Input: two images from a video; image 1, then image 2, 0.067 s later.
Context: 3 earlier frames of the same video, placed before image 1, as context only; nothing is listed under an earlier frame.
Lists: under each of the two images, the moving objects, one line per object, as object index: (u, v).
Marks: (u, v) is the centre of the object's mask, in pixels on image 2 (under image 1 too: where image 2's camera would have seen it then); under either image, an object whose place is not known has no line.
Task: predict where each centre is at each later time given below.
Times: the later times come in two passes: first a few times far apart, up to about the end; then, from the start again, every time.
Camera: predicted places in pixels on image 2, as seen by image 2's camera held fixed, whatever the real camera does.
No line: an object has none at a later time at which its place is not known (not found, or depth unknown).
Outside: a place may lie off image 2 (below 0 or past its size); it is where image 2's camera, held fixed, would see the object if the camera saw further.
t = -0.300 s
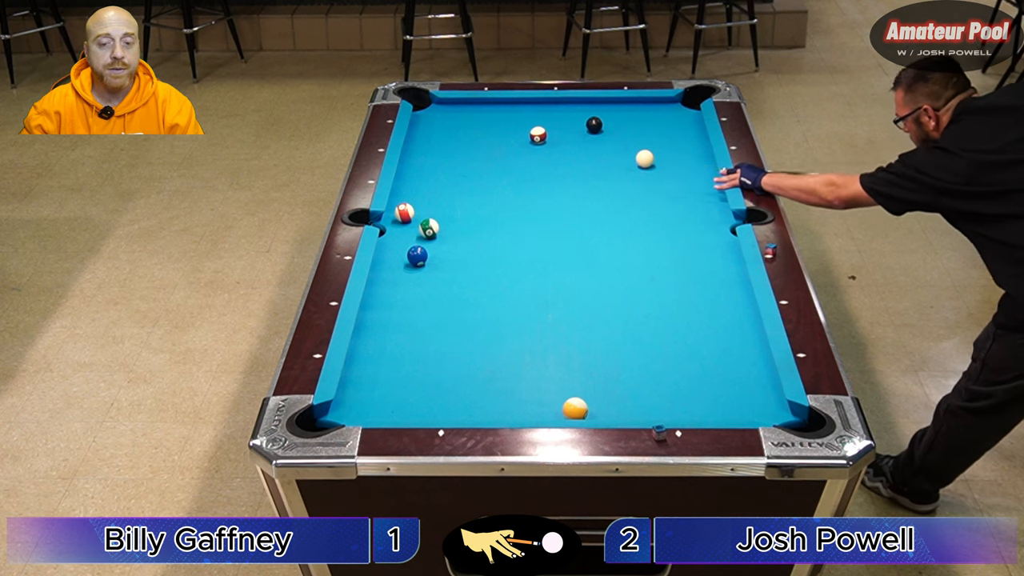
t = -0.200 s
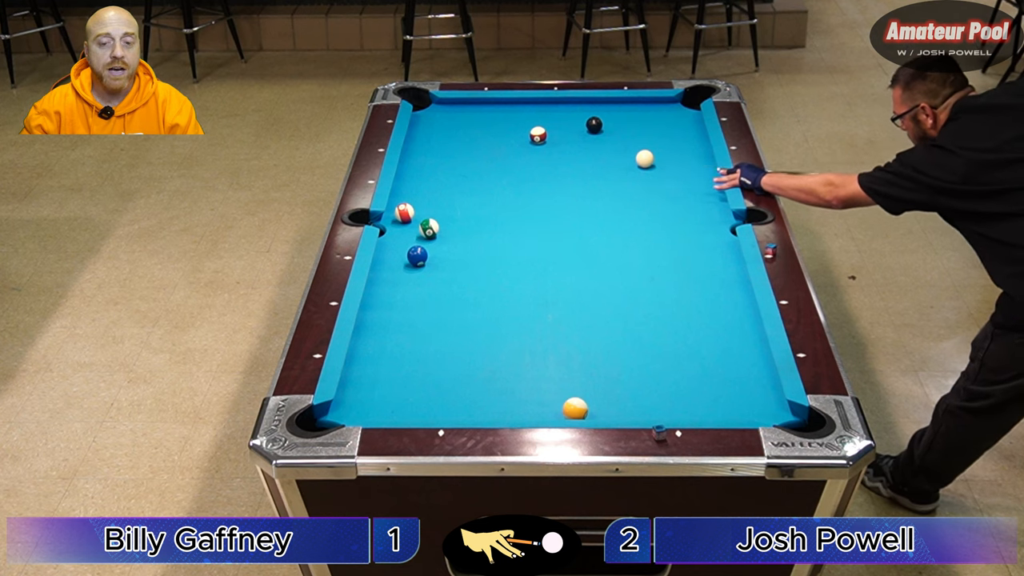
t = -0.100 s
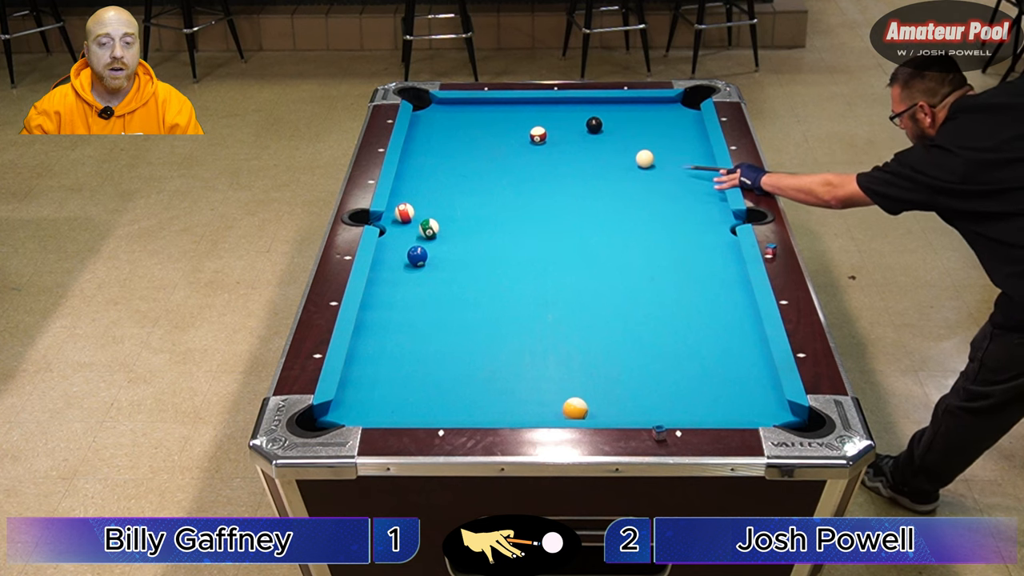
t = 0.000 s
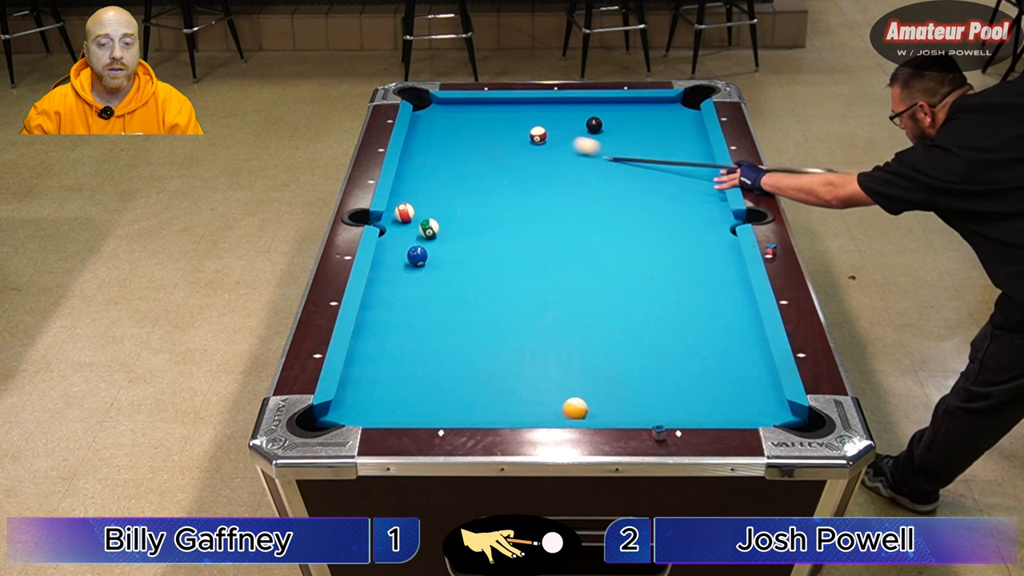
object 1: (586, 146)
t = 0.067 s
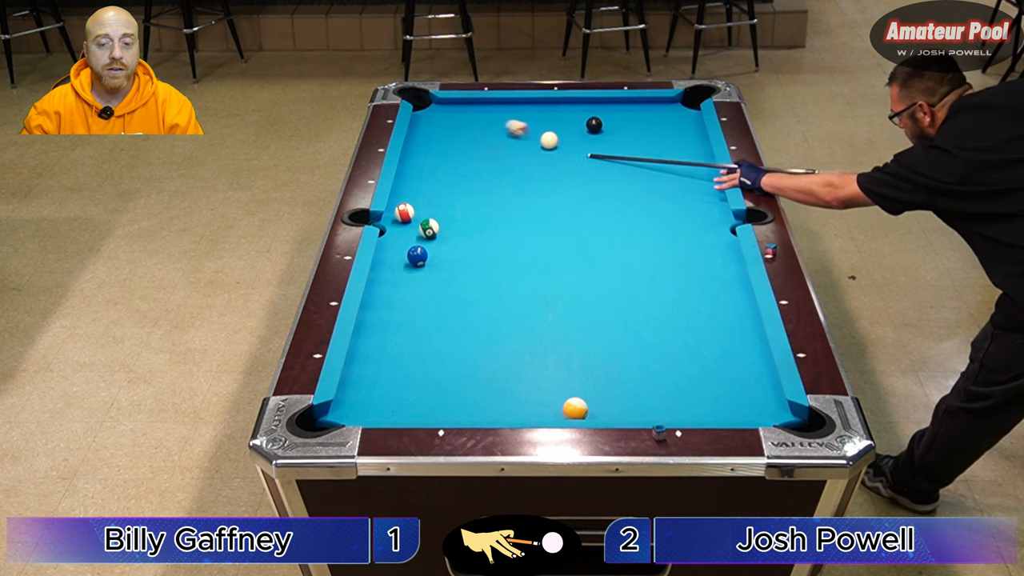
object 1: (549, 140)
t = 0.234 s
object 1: (551, 150)
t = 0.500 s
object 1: (579, 168)
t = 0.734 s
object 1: (604, 184)
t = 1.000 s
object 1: (634, 204)
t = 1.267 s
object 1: (664, 223)
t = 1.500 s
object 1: (692, 241)
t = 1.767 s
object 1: (724, 262)
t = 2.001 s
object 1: (730, 276)
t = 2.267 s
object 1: (720, 288)
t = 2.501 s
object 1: (713, 299)
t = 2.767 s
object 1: (705, 310)
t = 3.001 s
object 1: (699, 320)
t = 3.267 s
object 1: (693, 329)
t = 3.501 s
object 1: (689, 337)
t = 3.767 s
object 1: (686, 343)
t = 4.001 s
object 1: (683, 349)
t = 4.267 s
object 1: (680, 354)
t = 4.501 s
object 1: (678, 357)
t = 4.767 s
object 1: (678, 359)
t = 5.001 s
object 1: (678, 360)
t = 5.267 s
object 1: (679, 360)
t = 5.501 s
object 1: (679, 360)
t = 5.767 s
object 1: (679, 360)
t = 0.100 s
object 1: (547, 142)
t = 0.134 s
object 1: (546, 144)
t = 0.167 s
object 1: (547, 146)
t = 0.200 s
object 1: (549, 148)
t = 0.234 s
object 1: (551, 150)
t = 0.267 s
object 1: (555, 152)
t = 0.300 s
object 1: (558, 154)
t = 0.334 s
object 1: (562, 157)
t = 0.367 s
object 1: (565, 159)
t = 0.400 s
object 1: (569, 161)
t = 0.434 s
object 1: (572, 164)
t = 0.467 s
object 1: (576, 166)
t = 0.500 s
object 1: (579, 168)
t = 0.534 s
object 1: (582, 170)
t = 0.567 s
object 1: (586, 173)
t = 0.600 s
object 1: (590, 175)
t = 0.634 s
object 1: (593, 177)
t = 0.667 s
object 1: (597, 180)
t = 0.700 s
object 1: (601, 182)
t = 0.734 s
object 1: (604, 184)
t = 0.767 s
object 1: (608, 187)
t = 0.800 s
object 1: (611, 189)
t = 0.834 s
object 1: (615, 191)
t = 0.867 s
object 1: (619, 194)
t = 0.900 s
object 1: (622, 196)
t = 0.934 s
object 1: (626, 199)
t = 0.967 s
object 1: (630, 201)
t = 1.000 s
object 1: (634, 204)
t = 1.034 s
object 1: (637, 206)
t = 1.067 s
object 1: (641, 209)
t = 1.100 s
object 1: (645, 211)
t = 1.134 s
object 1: (649, 213)
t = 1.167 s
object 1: (652, 216)
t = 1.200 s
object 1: (656, 219)
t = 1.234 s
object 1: (660, 221)
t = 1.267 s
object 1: (664, 223)
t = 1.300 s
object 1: (668, 226)
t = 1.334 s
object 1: (672, 228)
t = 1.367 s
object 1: (676, 231)
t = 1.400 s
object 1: (680, 234)
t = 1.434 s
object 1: (684, 236)
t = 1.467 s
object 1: (688, 239)
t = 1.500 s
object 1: (692, 241)
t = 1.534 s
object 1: (696, 244)
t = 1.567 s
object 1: (700, 246)
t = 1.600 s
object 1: (704, 249)
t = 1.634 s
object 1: (708, 251)
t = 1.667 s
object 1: (712, 254)
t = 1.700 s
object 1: (716, 256)
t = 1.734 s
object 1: (720, 259)
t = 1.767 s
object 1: (724, 262)
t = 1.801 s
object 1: (728, 264)
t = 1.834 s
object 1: (732, 267)
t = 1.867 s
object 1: (735, 269)
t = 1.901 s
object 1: (734, 271)
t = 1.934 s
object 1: (732, 272)
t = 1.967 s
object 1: (731, 274)
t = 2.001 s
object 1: (730, 276)
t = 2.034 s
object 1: (729, 277)
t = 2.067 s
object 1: (728, 279)
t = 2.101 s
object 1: (726, 280)
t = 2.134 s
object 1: (725, 282)
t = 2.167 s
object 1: (724, 284)
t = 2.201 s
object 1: (723, 285)
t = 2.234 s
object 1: (722, 287)
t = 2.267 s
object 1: (720, 288)
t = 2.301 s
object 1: (719, 290)
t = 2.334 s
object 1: (718, 292)
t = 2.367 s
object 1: (717, 293)
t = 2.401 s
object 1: (716, 295)
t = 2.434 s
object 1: (715, 296)
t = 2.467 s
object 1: (714, 298)
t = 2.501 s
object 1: (713, 299)
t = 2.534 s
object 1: (712, 300)
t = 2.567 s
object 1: (711, 302)
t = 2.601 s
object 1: (710, 303)
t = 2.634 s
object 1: (709, 305)
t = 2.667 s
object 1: (708, 306)
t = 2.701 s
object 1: (707, 308)
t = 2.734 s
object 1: (706, 309)
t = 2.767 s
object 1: (705, 310)
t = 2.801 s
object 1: (704, 312)
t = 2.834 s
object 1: (703, 313)
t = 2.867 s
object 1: (703, 314)
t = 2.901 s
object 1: (702, 316)
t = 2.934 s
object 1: (701, 317)
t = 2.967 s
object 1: (700, 318)
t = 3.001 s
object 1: (699, 320)
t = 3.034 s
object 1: (698, 321)
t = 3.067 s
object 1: (698, 322)
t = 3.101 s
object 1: (697, 323)
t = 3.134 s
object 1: (696, 324)
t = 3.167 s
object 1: (695, 326)
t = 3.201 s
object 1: (695, 327)
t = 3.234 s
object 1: (694, 328)
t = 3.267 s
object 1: (693, 329)
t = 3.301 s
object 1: (693, 330)
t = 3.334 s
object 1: (692, 331)
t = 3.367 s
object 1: (692, 332)
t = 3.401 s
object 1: (691, 334)
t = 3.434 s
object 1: (690, 335)
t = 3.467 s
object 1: (690, 336)
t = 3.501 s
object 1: (689, 337)
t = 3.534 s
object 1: (689, 337)
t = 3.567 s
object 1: (689, 338)
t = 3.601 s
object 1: (688, 339)
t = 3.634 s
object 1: (688, 340)
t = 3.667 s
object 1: (687, 341)
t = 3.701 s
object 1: (687, 342)
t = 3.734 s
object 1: (686, 343)
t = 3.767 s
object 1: (686, 343)
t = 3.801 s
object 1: (685, 344)
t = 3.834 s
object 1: (685, 345)
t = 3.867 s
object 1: (684, 346)
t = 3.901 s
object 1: (684, 347)
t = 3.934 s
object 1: (683, 347)
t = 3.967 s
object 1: (683, 348)
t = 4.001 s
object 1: (683, 349)
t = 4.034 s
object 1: (682, 349)
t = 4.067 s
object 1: (682, 350)
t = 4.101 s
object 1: (682, 351)
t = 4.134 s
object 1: (681, 351)
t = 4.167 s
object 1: (681, 352)
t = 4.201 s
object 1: (681, 353)
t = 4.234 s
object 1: (680, 353)
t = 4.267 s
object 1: (680, 354)
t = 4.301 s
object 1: (680, 354)
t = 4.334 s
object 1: (679, 355)
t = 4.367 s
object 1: (679, 355)
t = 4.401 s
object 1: (679, 356)
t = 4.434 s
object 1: (679, 356)
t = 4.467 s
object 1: (679, 356)
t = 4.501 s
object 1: (678, 357)
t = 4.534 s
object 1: (678, 357)
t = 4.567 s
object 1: (678, 357)
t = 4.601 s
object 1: (678, 358)
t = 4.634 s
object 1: (678, 358)
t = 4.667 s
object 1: (678, 358)
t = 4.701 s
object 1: (678, 359)
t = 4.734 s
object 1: (678, 359)
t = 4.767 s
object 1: (678, 359)
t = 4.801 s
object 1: (678, 359)
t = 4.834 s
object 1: (678, 359)
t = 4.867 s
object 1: (678, 360)
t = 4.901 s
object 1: (678, 360)
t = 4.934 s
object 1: (678, 360)
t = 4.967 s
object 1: (678, 360)
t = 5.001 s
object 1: (678, 360)
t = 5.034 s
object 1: (678, 360)
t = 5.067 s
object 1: (678, 360)
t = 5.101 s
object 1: (679, 360)
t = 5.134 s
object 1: (679, 360)
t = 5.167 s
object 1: (679, 360)
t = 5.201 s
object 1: (679, 360)
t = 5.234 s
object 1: (679, 360)
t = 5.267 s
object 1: (679, 360)
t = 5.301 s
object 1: (679, 360)
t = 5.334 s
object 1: (679, 360)
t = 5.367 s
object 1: (679, 360)
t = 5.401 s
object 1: (679, 360)
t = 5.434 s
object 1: (679, 360)
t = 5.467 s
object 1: (679, 360)
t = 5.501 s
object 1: (679, 360)
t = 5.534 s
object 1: (679, 360)
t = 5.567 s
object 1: (679, 360)
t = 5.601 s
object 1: (679, 360)
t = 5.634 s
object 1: (679, 360)
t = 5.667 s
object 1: (679, 360)
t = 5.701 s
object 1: (679, 360)
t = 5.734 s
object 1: (679, 360)
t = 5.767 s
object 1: (679, 360)
